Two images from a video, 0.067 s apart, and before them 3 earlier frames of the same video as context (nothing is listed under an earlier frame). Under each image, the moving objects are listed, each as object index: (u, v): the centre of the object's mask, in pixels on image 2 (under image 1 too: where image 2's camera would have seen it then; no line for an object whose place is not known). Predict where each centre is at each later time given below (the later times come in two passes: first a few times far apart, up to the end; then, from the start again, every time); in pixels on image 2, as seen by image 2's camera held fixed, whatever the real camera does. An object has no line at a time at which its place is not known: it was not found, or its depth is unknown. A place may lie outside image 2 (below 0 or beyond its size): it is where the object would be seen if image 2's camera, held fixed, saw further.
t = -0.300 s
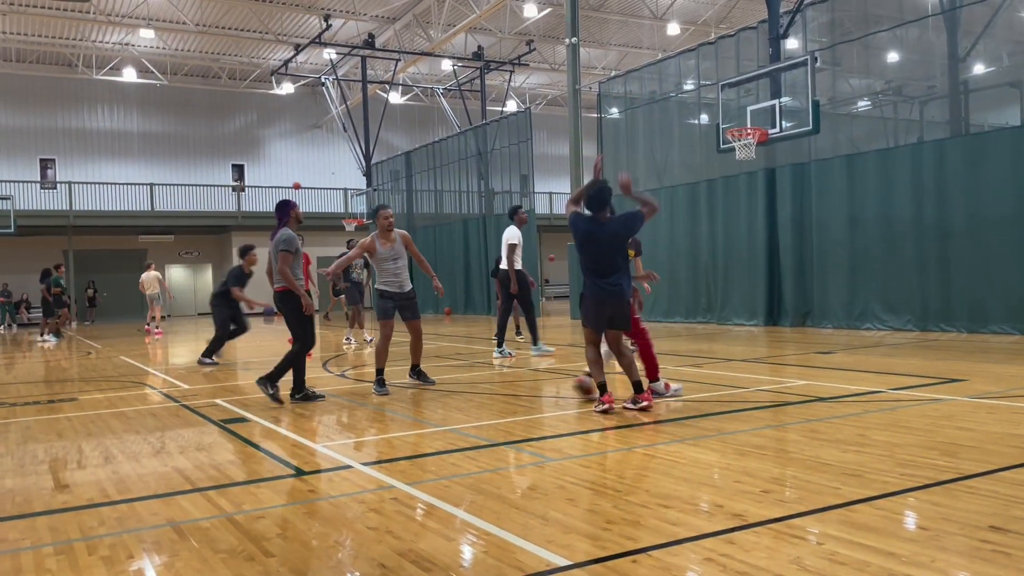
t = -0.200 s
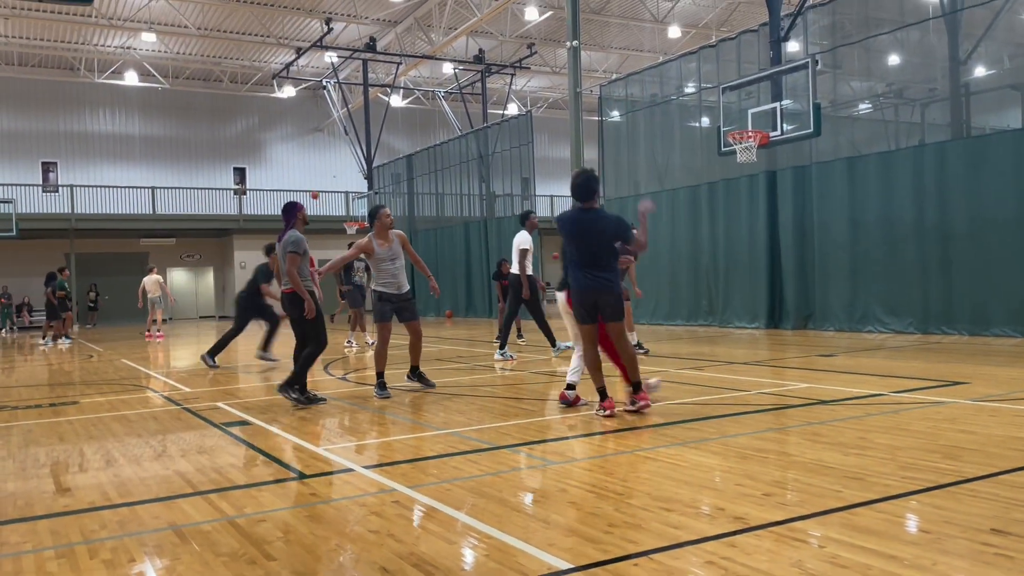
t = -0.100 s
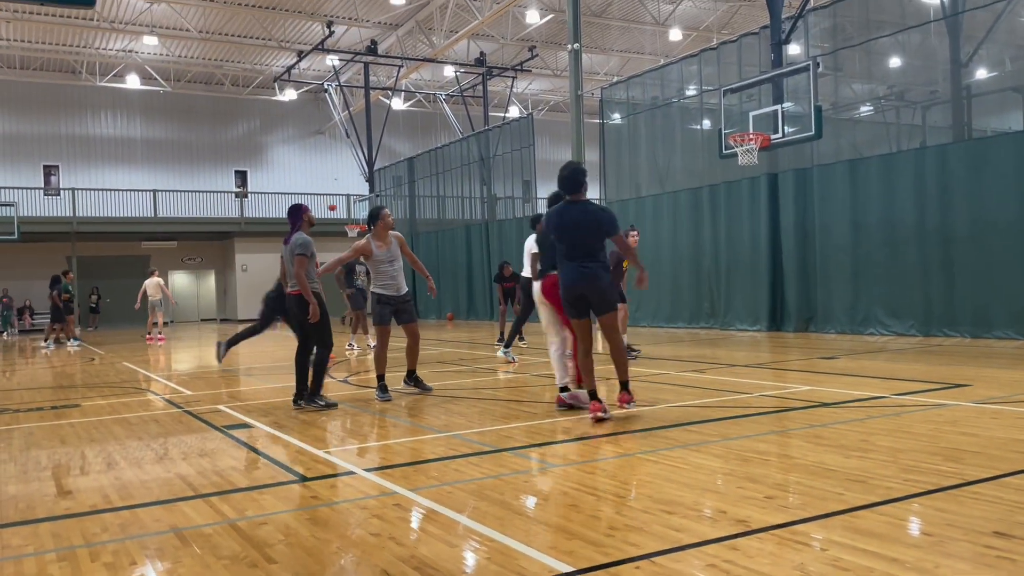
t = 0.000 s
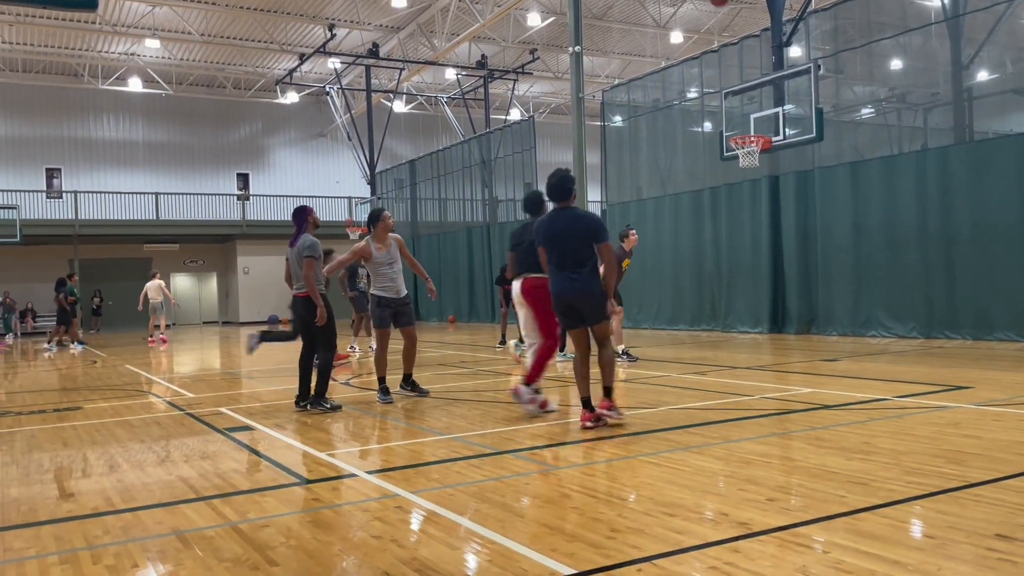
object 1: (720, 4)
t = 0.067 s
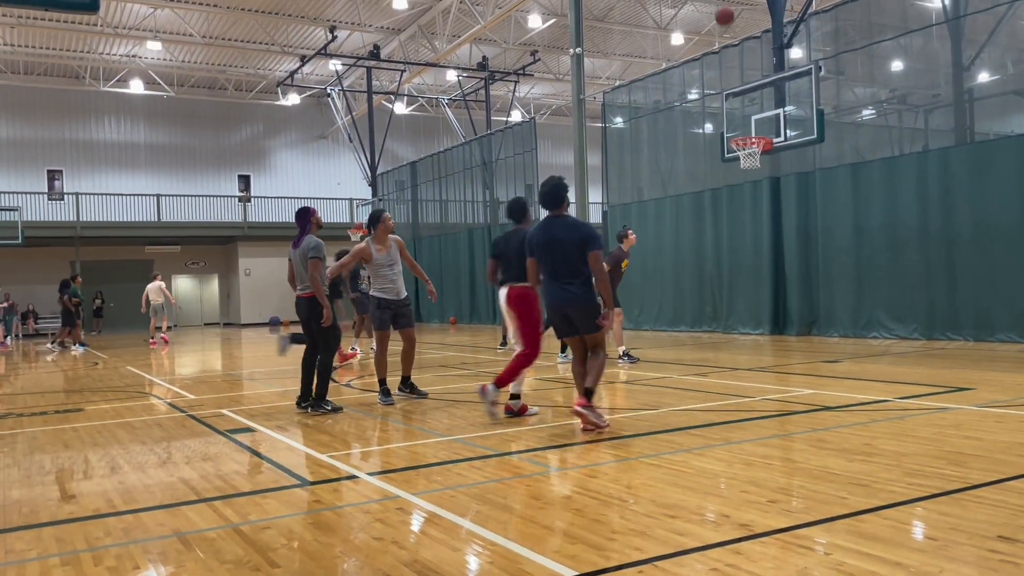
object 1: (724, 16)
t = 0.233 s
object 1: (735, 70)
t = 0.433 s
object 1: (745, 147)
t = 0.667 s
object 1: (766, 221)
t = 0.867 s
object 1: (784, 314)
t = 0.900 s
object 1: (788, 332)
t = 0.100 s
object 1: (727, 26)
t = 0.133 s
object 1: (729, 37)
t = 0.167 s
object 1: (731, 48)
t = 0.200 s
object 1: (733, 59)
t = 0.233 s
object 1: (735, 70)
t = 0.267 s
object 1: (737, 82)
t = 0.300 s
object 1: (739, 95)
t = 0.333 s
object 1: (741, 107)
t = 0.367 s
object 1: (742, 121)
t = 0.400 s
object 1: (744, 132)
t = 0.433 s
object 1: (745, 147)
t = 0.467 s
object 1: (749, 158)
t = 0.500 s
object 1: (752, 167)
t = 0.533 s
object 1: (754, 175)
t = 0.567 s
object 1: (757, 185)
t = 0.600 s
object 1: (760, 196)
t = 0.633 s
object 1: (763, 208)
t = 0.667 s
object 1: (766, 221)
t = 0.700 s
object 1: (769, 235)
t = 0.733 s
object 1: (772, 248)
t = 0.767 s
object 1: (775, 263)
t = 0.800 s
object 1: (778, 279)
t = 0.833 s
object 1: (781, 296)
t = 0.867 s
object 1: (784, 314)
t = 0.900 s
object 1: (788, 332)
